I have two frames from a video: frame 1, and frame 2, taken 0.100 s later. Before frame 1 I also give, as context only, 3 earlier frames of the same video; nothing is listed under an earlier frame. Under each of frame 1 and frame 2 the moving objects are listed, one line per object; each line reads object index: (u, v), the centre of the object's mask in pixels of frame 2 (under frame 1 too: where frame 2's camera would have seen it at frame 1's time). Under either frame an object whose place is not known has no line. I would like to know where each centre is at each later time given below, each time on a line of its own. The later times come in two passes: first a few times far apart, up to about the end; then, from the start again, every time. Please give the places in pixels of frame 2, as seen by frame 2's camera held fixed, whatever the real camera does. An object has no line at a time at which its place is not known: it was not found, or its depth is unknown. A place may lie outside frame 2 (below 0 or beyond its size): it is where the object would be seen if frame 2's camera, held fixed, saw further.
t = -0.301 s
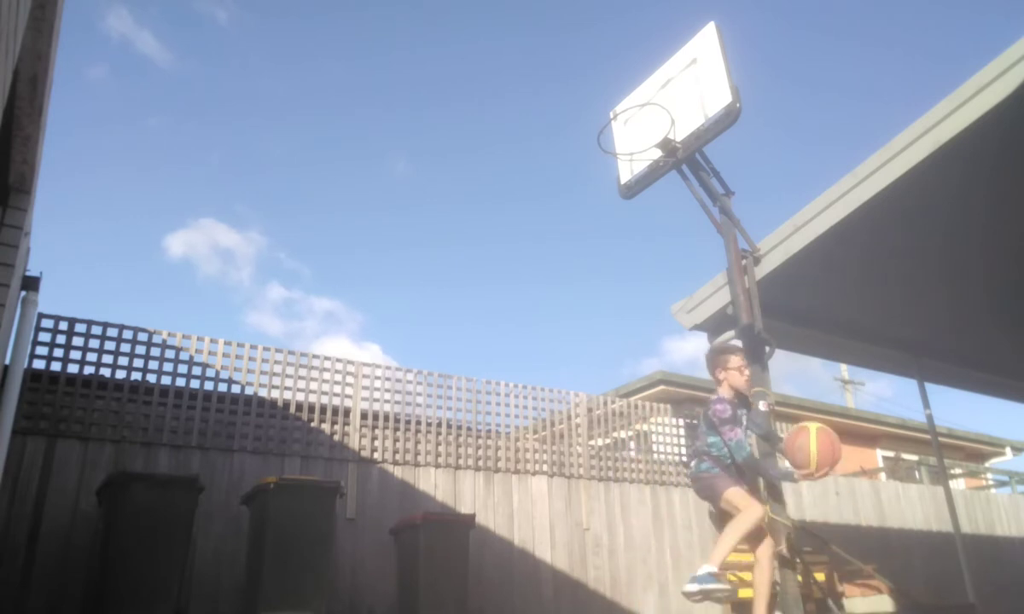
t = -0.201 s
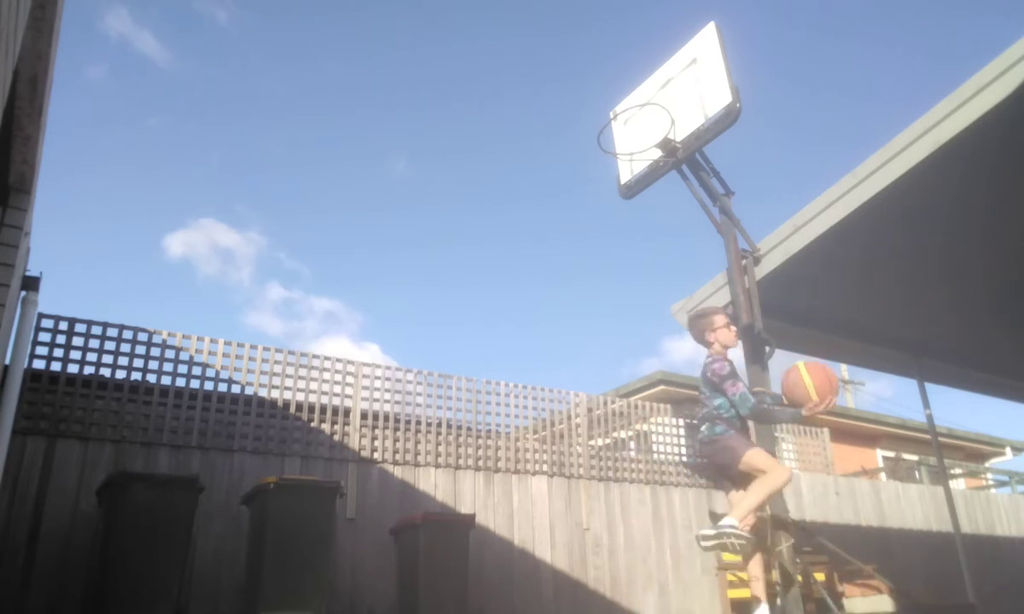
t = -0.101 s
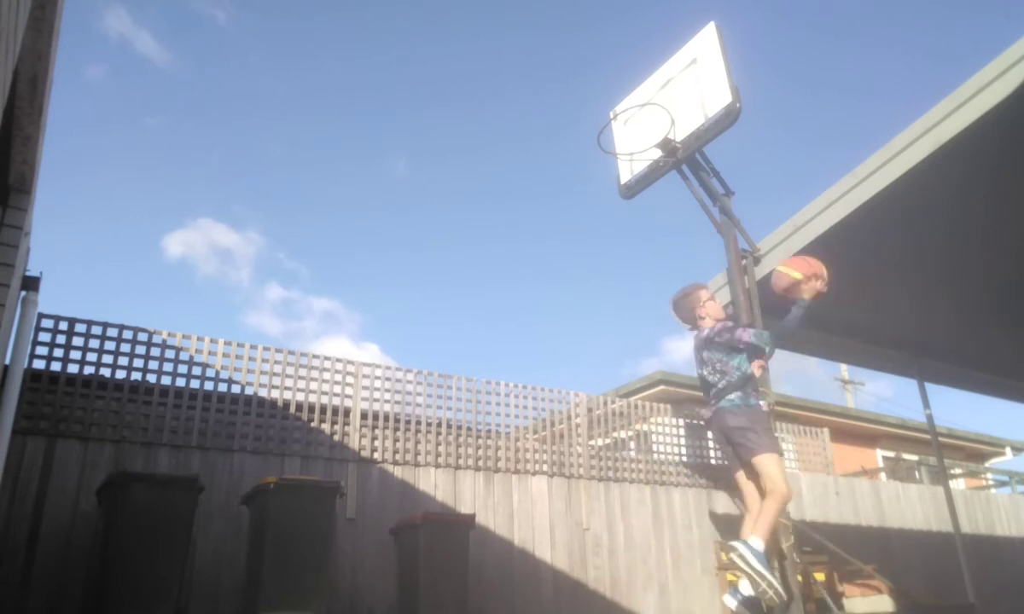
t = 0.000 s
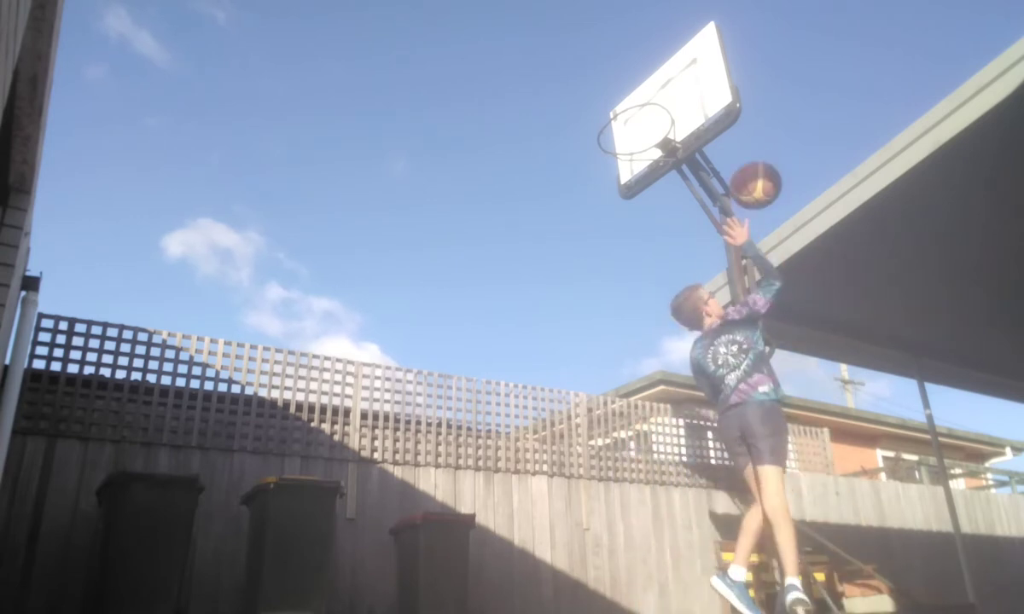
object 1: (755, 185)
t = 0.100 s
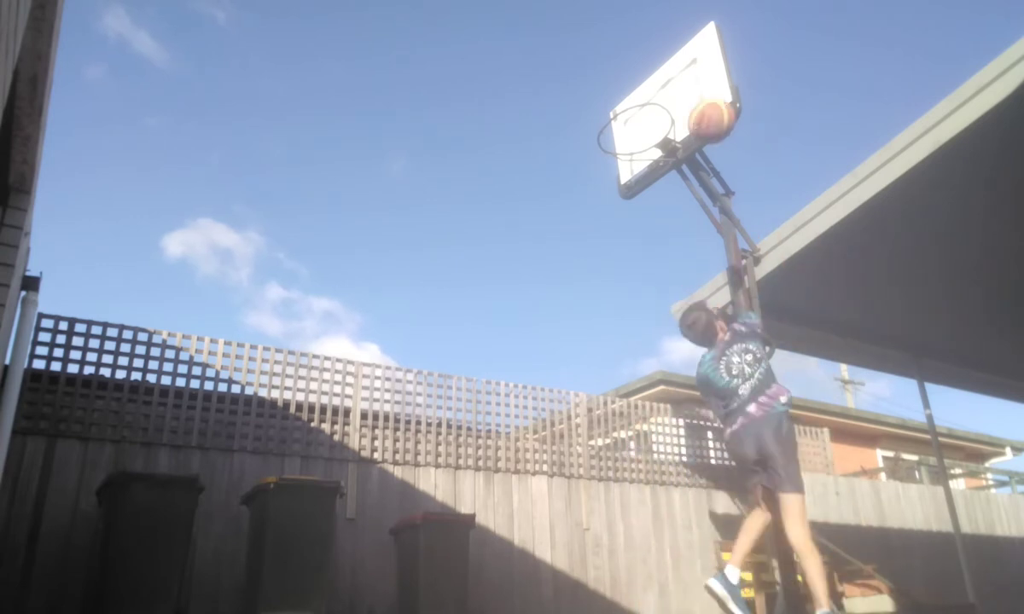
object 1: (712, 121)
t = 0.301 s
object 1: (640, 53)
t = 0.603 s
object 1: (558, 66)
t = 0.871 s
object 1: (496, 174)
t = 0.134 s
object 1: (698, 105)
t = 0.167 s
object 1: (685, 91)
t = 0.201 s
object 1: (673, 78)
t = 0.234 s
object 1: (661, 68)
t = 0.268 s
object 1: (650, 59)
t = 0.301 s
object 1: (640, 53)
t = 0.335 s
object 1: (629, 49)
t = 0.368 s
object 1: (620, 46)
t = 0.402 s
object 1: (610, 44)
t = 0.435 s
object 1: (601, 44)
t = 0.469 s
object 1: (592, 46)
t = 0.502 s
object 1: (583, 49)
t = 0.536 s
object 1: (574, 53)
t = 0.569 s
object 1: (566, 59)
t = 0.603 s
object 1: (558, 66)
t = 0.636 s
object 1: (550, 75)
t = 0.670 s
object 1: (542, 85)
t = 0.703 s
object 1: (534, 96)
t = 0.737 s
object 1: (526, 109)
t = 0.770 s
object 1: (518, 123)
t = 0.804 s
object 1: (511, 138)
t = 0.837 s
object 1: (503, 155)
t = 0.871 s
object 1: (496, 174)
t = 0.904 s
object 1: (488, 194)
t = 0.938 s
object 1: (480, 216)
